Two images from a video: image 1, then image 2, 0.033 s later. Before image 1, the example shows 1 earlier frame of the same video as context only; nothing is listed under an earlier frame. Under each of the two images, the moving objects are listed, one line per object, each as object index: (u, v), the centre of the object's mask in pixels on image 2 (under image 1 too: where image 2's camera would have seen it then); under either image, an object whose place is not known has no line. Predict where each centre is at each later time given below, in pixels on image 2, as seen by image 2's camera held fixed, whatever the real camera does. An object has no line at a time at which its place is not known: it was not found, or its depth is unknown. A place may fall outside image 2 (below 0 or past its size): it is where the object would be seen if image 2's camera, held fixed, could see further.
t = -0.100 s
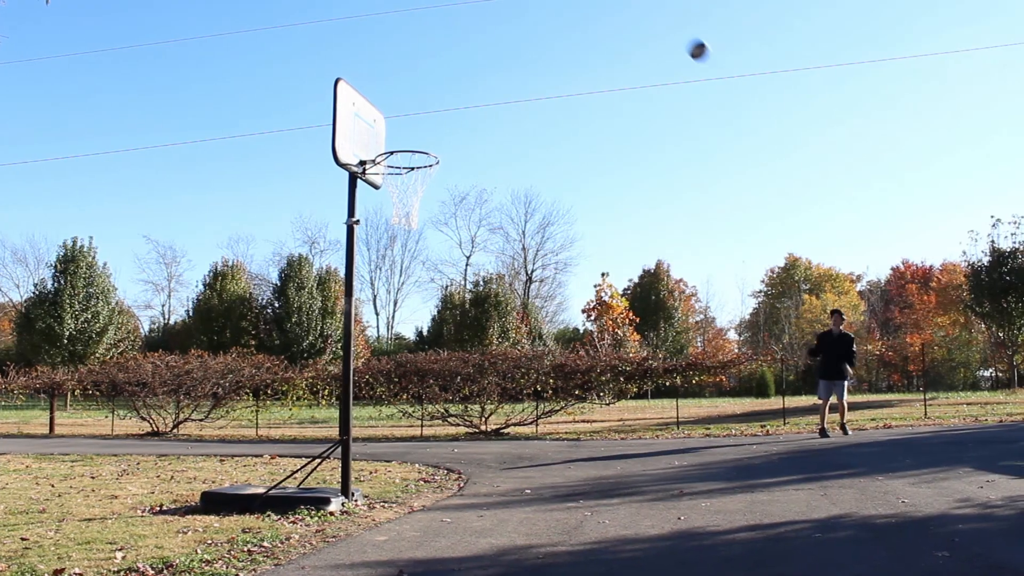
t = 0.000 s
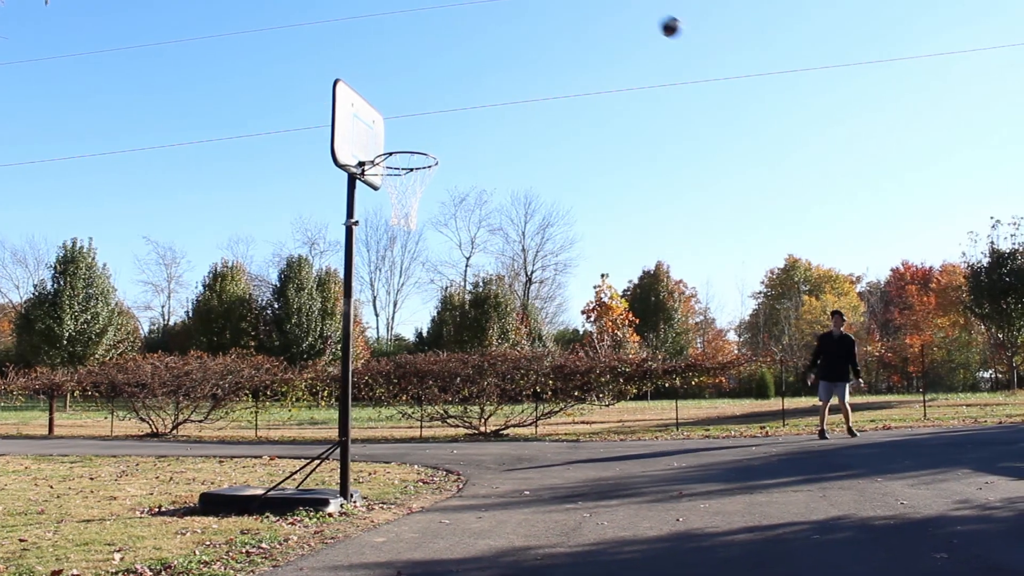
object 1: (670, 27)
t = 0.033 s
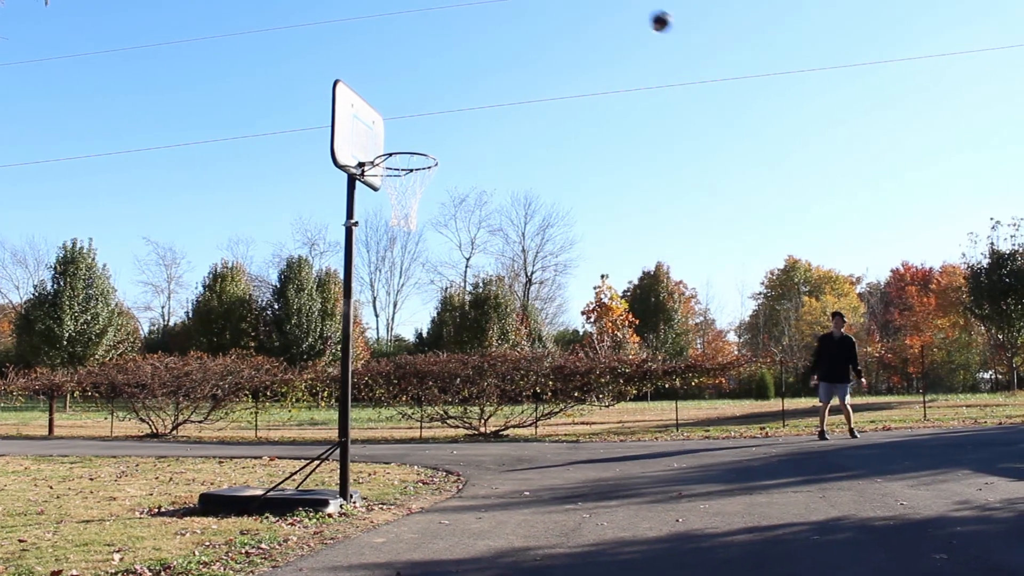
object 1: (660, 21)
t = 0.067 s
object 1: (650, 15)
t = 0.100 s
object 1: (640, 10)
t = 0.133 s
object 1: (630, 8)
